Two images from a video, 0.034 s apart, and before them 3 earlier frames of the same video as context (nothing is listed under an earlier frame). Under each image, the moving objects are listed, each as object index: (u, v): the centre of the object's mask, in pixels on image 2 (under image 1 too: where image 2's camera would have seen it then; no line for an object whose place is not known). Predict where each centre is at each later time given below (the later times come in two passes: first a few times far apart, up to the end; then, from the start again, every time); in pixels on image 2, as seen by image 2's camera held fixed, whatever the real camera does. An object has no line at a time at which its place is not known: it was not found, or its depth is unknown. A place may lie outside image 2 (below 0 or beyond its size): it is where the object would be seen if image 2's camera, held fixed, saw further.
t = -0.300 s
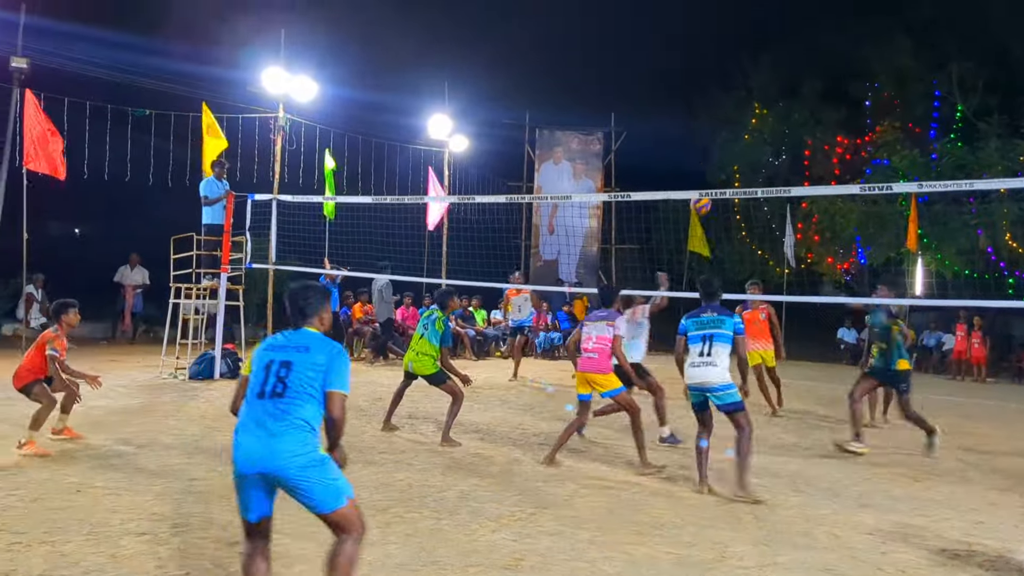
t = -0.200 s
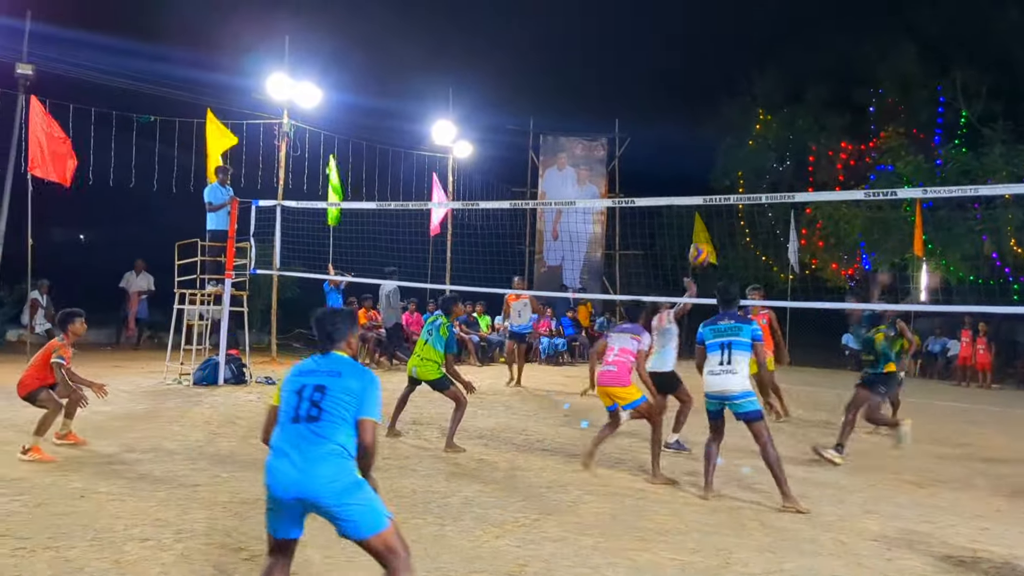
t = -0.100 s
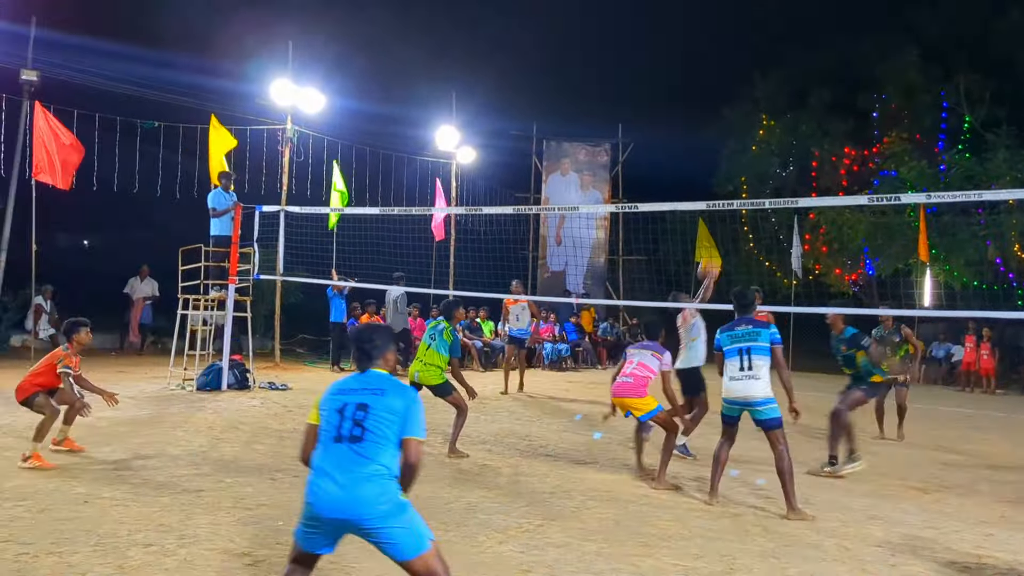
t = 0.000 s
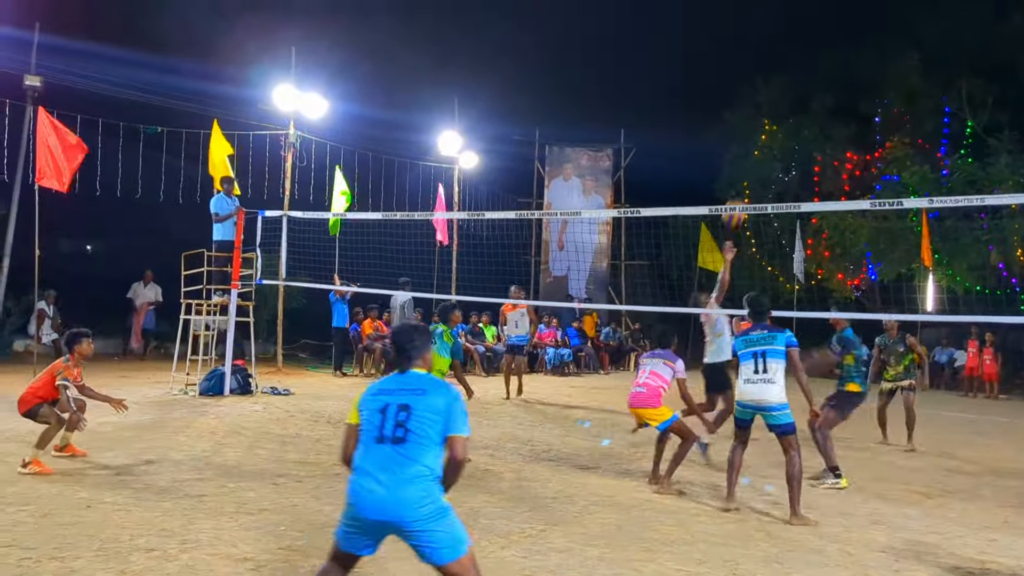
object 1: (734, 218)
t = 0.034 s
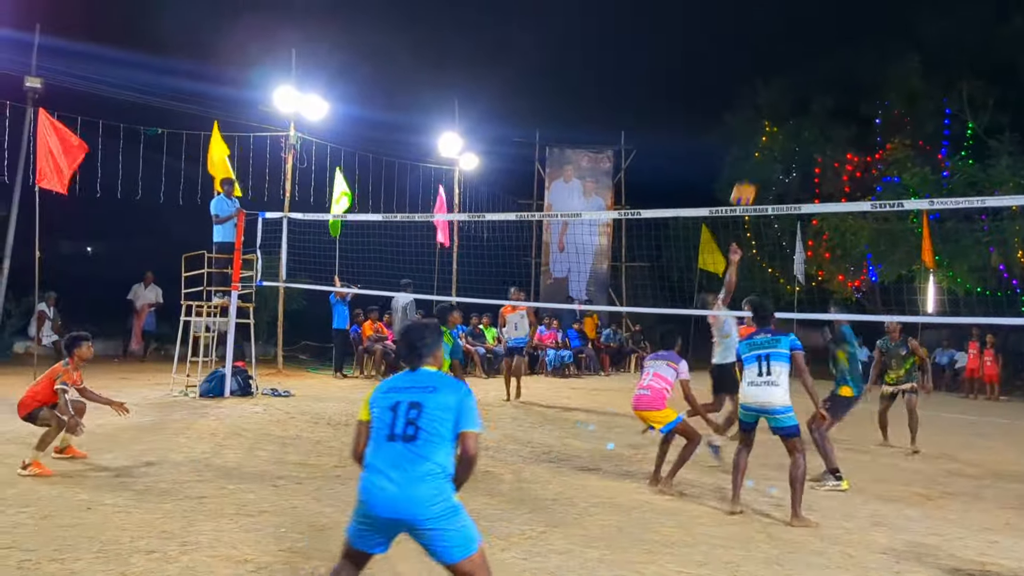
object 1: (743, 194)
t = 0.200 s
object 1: (782, 116)
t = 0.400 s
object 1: (830, 53)
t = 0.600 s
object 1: (881, 28)
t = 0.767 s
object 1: (925, 41)
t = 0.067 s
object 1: (750, 178)
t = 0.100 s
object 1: (758, 161)
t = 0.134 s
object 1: (766, 145)
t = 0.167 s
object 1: (774, 130)
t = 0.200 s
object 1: (782, 116)
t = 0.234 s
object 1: (790, 102)
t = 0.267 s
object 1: (798, 90)
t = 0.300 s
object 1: (806, 79)
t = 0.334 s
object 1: (814, 69)
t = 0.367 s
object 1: (822, 60)
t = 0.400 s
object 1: (830, 53)
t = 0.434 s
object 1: (838, 46)
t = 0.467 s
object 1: (847, 40)
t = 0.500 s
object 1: (855, 35)
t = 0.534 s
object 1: (864, 31)
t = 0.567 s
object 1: (873, 29)
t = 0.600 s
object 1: (881, 28)
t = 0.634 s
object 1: (890, 28)
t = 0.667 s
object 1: (898, 29)
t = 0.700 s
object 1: (907, 32)
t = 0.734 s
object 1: (916, 36)
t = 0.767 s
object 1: (925, 41)
